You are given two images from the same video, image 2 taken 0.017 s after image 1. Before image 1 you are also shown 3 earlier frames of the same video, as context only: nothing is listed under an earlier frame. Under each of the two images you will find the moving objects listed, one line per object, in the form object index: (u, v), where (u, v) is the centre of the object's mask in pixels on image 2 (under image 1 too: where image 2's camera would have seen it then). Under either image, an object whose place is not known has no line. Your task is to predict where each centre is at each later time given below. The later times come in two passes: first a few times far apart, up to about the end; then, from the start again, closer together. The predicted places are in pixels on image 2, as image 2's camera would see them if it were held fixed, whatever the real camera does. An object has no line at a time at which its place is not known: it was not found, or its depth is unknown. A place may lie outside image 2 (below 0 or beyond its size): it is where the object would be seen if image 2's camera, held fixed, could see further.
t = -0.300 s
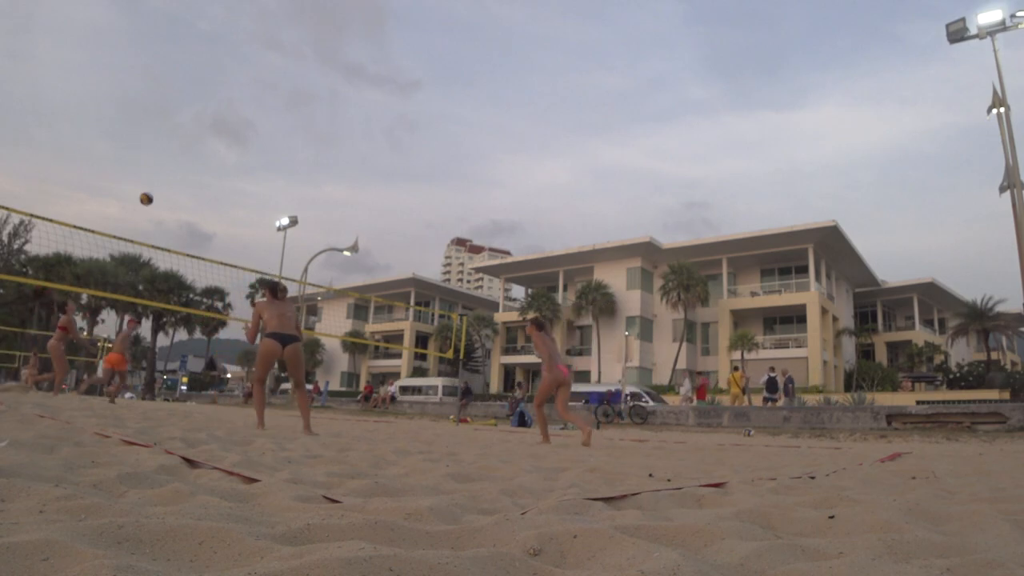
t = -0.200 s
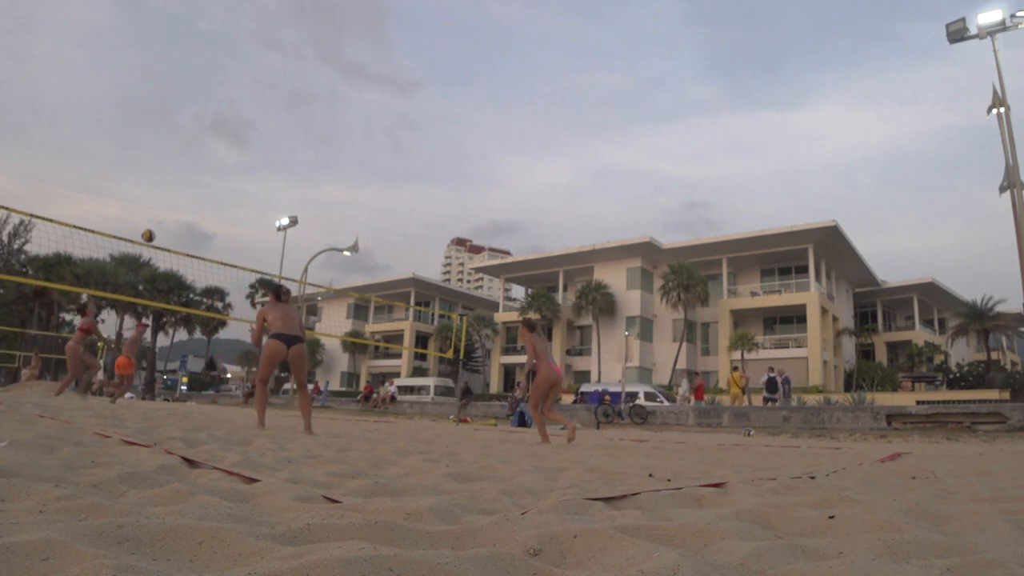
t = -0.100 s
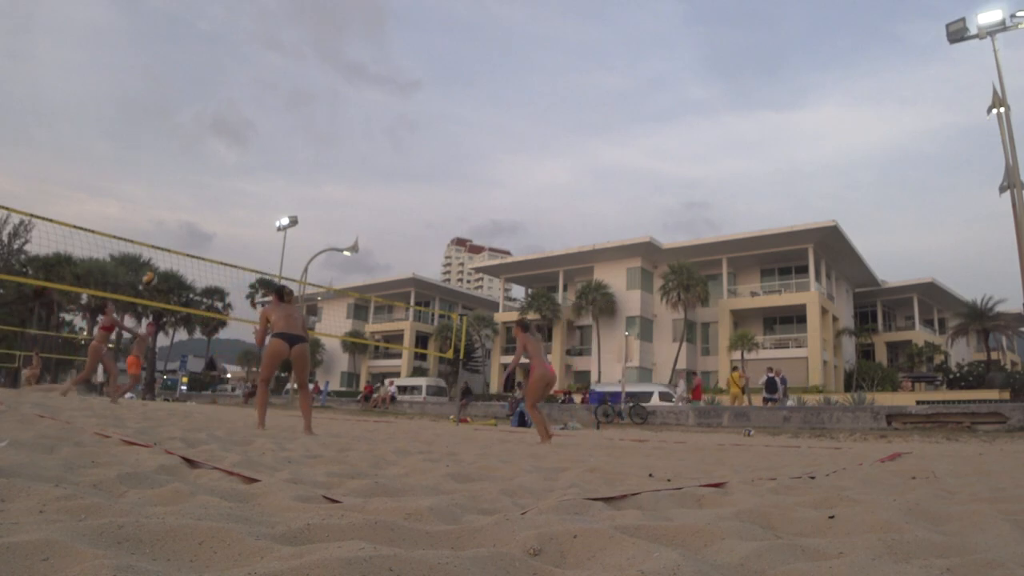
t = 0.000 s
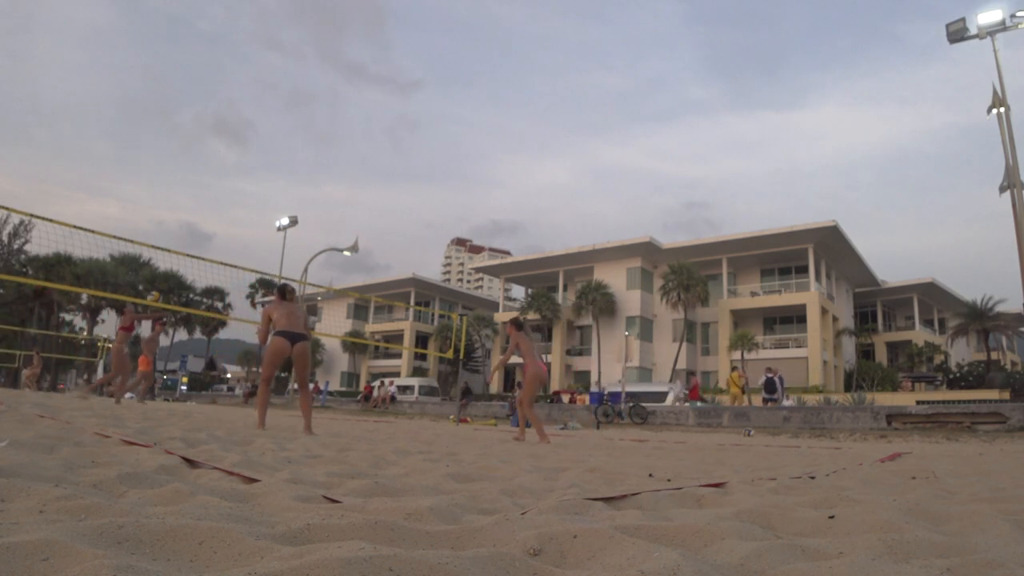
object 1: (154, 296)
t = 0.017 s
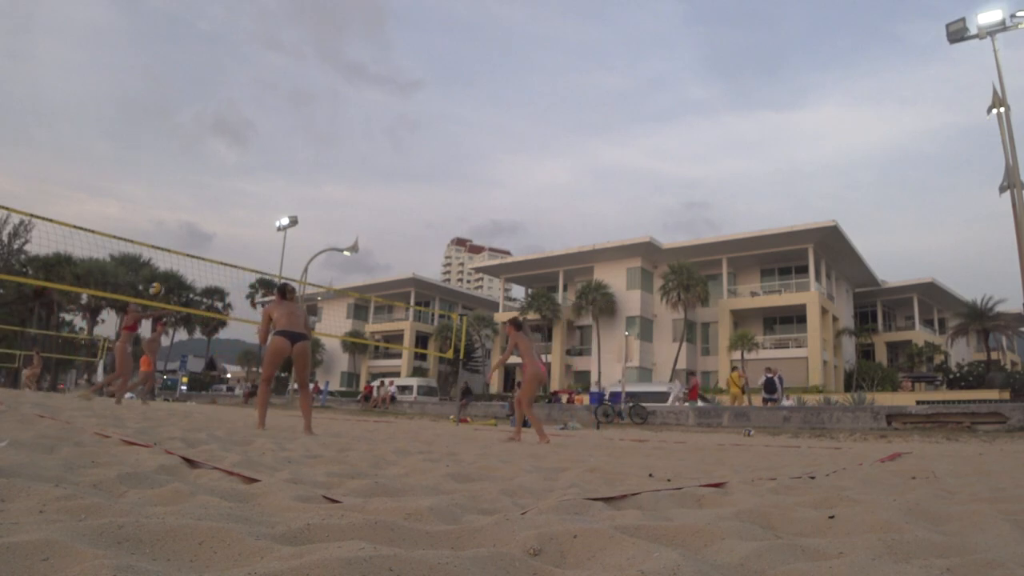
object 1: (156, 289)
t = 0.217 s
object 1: (180, 198)
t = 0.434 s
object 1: (205, 123)
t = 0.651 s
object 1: (227, 74)
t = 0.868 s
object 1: (247, 52)
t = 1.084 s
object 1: (263, 59)
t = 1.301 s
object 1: (277, 105)
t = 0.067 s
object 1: (162, 265)
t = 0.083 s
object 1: (165, 257)
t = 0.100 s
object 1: (166, 249)
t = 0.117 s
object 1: (168, 242)
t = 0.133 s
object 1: (170, 234)
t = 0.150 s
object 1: (172, 226)
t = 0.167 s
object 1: (175, 219)
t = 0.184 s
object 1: (176, 212)
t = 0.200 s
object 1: (178, 204)
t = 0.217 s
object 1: (180, 198)
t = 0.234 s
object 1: (182, 191)
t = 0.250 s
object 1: (185, 184)
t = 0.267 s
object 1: (186, 178)
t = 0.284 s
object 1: (188, 172)
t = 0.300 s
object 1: (190, 166)
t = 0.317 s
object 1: (192, 160)
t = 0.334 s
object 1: (194, 154)
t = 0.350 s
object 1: (196, 149)
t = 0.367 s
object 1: (197, 143)
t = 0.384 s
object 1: (199, 138)
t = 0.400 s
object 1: (201, 133)
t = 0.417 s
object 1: (203, 128)
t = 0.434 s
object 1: (205, 123)
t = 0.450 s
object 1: (207, 119)
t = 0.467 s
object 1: (208, 114)
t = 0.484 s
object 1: (210, 110)
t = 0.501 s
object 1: (212, 105)
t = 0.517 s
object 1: (214, 101)
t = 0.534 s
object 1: (215, 97)
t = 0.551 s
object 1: (217, 94)
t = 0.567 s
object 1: (219, 90)
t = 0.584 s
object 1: (221, 86)
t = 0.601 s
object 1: (222, 83)
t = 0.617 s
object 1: (224, 80)
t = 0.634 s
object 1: (226, 77)
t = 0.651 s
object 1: (227, 74)
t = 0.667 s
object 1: (229, 71)
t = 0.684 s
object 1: (231, 69)
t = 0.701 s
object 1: (232, 66)
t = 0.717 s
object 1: (234, 64)
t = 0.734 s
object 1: (235, 62)
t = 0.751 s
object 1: (237, 60)
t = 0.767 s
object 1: (238, 58)
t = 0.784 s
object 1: (240, 57)
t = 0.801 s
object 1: (241, 55)
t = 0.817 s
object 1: (243, 54)
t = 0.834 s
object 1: (244, 53)
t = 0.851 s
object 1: (245, 52)
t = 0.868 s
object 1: (247, 52)
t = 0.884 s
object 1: (248, 51)
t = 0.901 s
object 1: (250, 51)
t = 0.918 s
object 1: (251, 50)
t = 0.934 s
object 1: (252, 50)
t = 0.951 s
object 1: (253, 50)
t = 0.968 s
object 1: (254, 51)
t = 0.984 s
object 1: (256, 51)
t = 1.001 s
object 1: (257, 52)
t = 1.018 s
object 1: (258, 53)
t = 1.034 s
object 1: (259, 54)
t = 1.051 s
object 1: (260, 55)
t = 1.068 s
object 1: (262, 57)
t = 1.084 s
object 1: (263, 59)
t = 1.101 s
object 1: (264, 61)
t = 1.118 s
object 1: (265, 63)
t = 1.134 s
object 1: (266, 66)
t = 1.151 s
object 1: (267, 68)
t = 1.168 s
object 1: (268, 71)
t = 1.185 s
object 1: (270, 75)
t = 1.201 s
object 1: (271, 78)
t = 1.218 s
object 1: (272, 82)
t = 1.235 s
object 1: (273, 86)
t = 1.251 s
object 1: (274, 90)
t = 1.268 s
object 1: (275, 95)
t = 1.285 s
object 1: (276, 100)
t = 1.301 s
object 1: (277, 105)
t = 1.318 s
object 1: (278, 111)
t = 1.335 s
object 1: (279, 117)
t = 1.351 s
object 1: (281, 123)
